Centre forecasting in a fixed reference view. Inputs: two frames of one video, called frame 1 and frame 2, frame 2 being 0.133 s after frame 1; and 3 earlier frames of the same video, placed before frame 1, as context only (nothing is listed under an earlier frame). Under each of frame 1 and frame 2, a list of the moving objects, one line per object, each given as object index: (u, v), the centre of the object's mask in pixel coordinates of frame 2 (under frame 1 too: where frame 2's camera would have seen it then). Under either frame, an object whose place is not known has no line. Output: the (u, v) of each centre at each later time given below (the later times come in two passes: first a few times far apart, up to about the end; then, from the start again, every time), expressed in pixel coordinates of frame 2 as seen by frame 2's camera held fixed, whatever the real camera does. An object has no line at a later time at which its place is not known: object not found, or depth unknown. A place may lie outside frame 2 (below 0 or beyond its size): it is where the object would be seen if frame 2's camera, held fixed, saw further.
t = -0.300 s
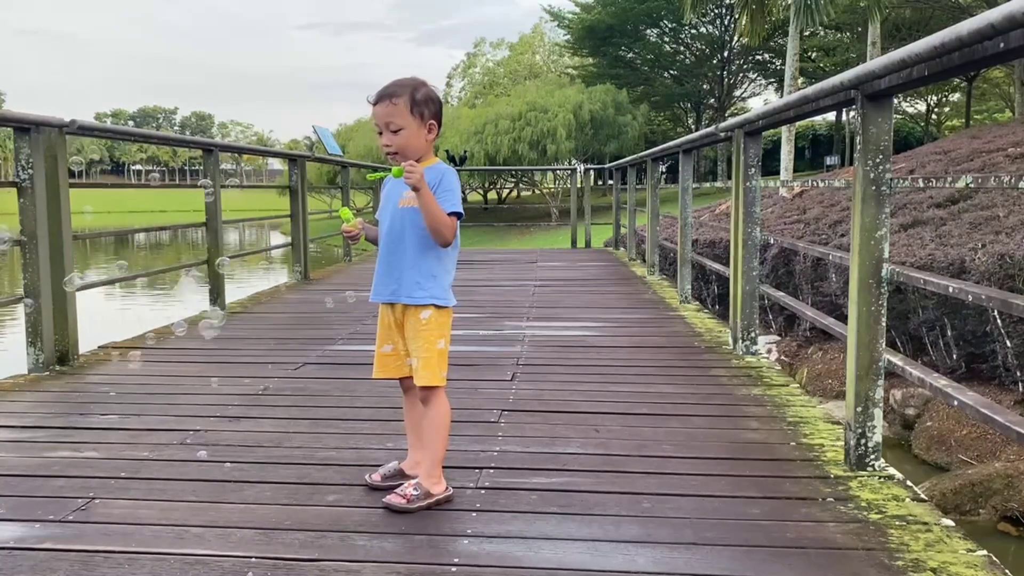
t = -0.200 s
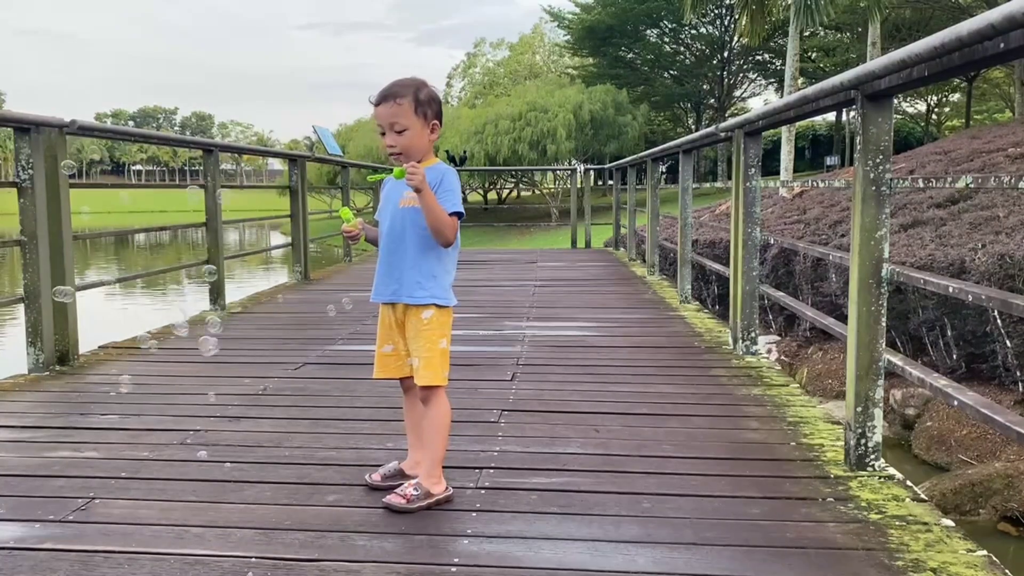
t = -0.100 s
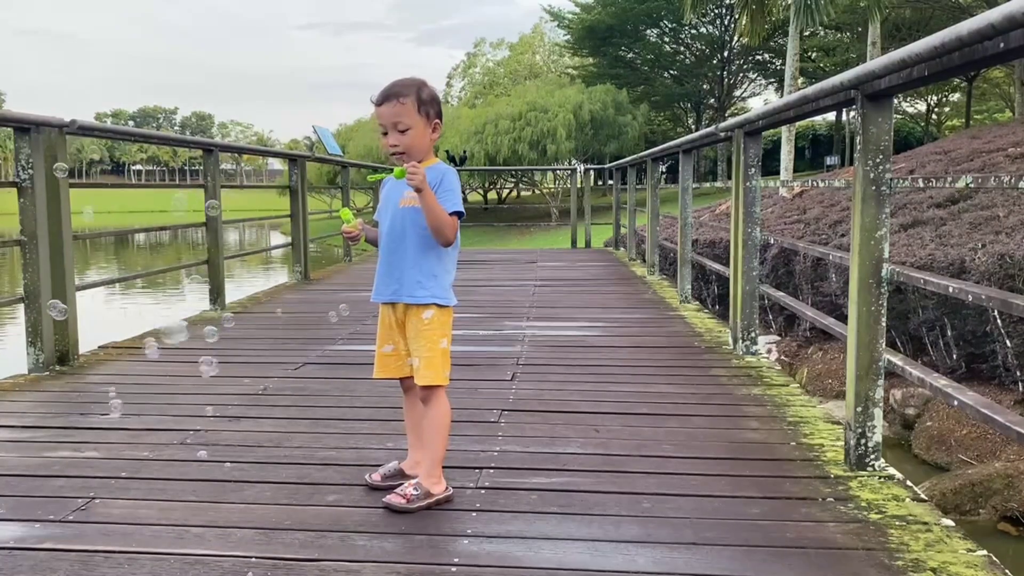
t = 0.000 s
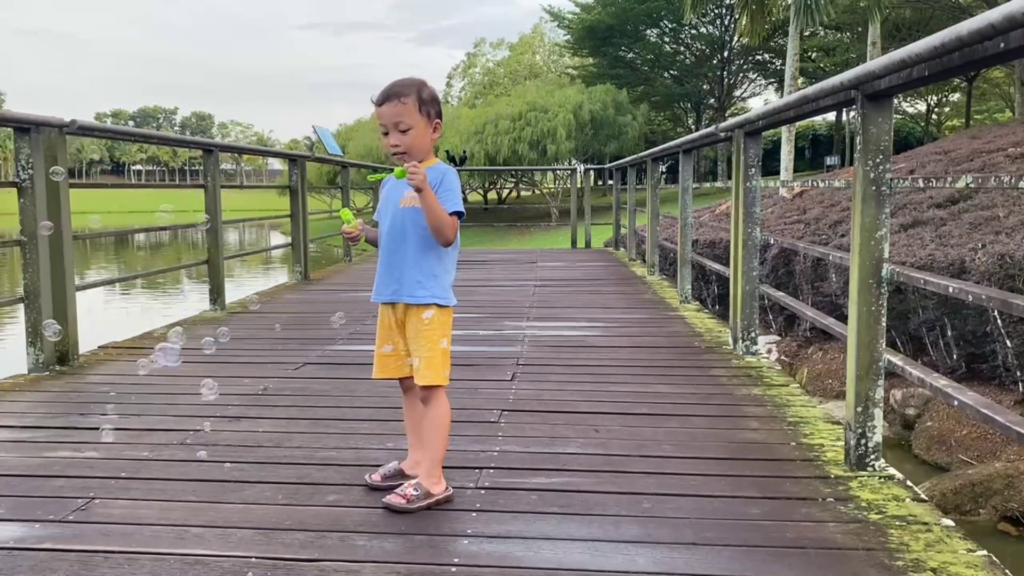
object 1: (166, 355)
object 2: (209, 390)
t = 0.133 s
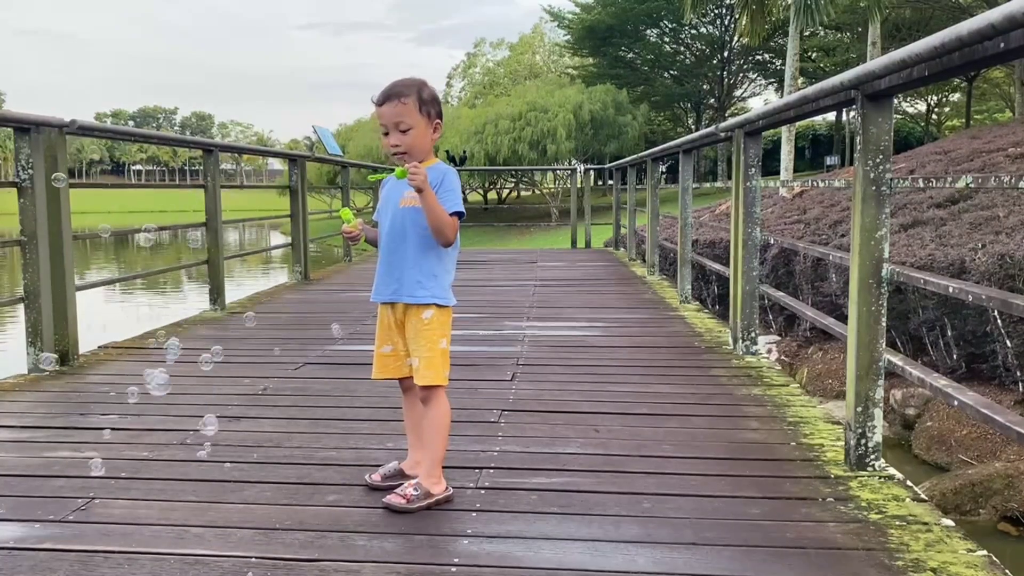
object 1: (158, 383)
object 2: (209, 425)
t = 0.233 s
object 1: (148, 405)
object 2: (207, 454)
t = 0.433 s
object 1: (126, 456)
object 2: (198, 509)
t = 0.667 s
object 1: (116, 516)
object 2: (185, 565)
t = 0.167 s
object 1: (155, 390)
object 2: (208, 435)
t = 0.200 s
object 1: (151, 398)
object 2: (207, 446)
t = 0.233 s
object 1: (148, 405)
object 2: (207, 454)
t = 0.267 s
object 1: (145, 413)
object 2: (205, 462)
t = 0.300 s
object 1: (142, 421)
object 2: (204, 472)
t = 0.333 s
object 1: (133, 432)
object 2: (203, 482)
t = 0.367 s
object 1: (131, 439)
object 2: (202, 490)
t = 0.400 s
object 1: (128, 447)
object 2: (200, 499)
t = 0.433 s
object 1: (126, 456)
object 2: (198, 509)
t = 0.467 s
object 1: (124, 464)
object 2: (196, 517)
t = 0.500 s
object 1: (122, 472)
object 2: (197, 522)
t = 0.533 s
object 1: (120, 481)
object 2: (193, 530)
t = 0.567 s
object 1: (118, 490)
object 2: (191, 540)
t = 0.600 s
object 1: (117, 499)
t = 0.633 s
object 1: (116, 508)
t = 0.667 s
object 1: (116, 516)
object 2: (185, 565)
